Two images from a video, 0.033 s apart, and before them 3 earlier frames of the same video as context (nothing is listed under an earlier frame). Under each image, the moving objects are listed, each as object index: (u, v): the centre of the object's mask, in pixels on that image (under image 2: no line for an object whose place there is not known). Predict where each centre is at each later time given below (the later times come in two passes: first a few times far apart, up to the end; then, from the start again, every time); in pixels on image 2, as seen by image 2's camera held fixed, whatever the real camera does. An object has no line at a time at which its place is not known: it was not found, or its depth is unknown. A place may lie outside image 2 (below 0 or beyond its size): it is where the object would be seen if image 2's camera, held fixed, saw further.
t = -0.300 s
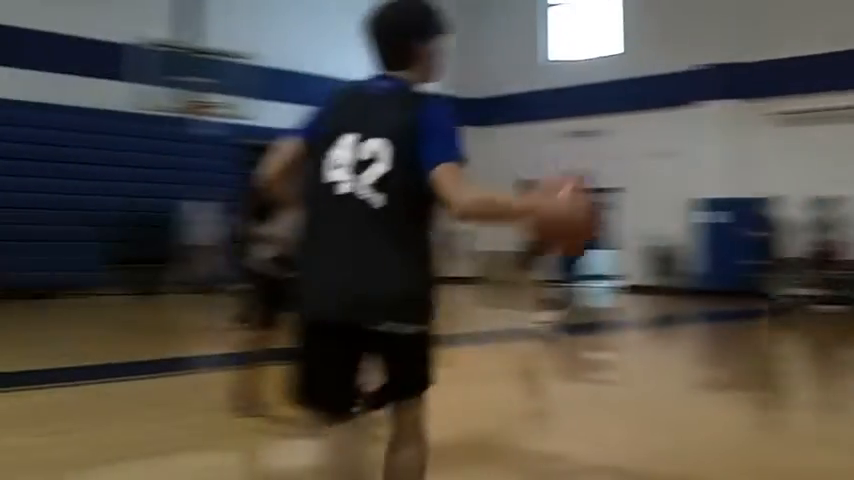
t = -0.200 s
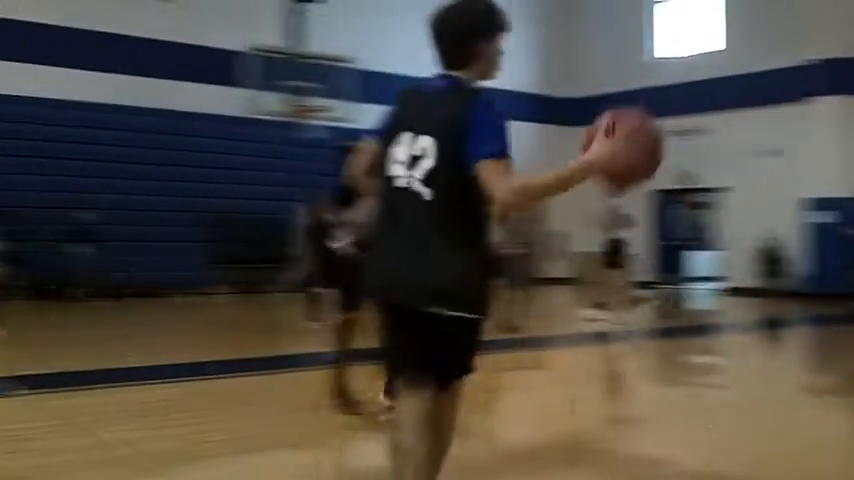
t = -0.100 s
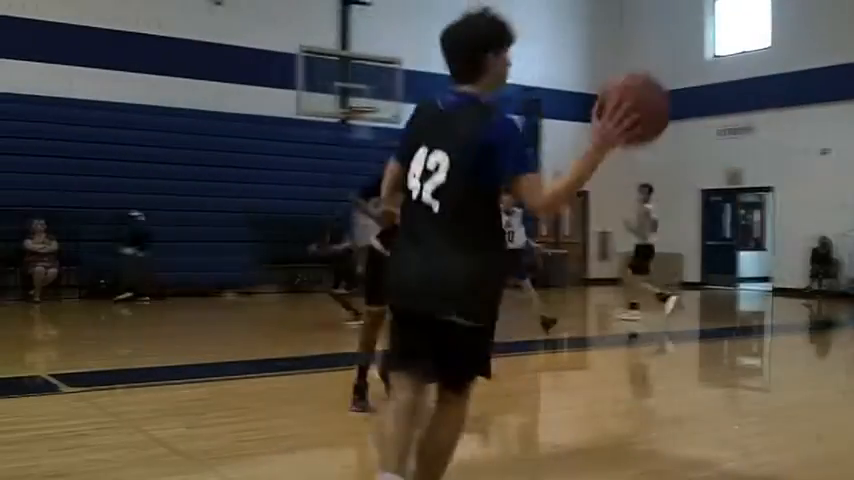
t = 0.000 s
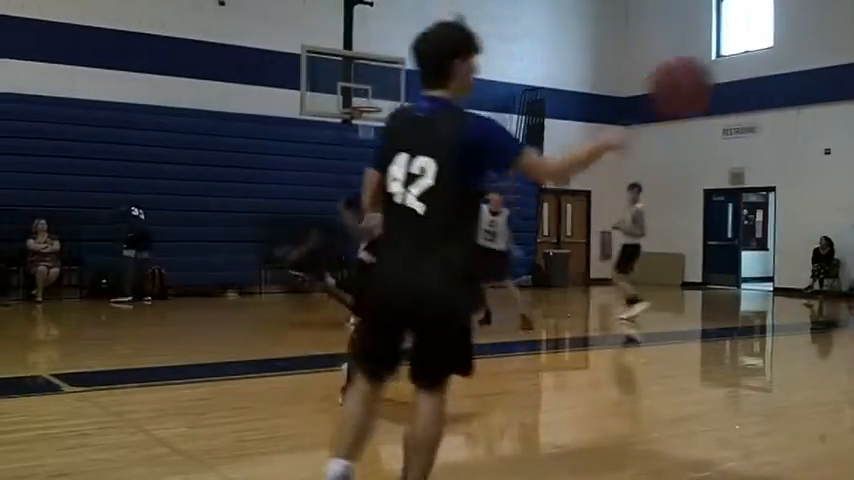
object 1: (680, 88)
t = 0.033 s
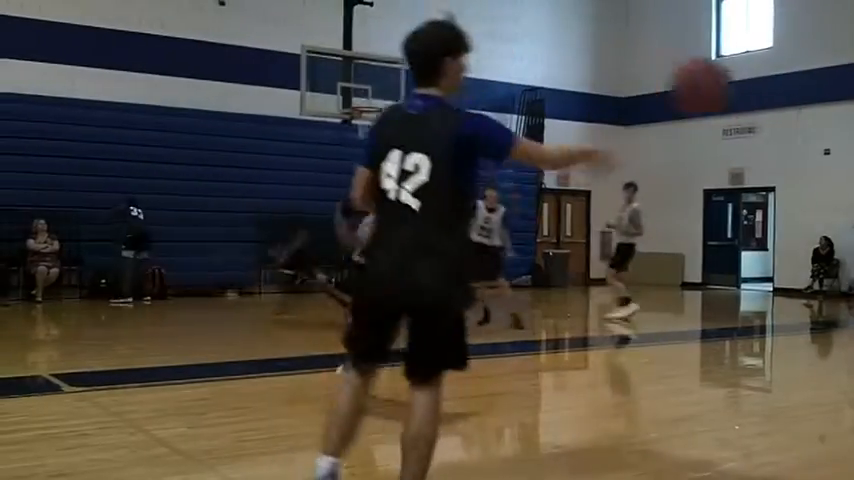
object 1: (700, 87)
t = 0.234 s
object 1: (786, 131)
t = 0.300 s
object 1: (806, 154)
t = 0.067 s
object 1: (719, 89)
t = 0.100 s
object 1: (734, 95)
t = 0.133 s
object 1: (748, 101)
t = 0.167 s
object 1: (763, 109)
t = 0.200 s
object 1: (775, 118)
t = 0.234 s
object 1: (786, 131)
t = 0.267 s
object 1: (796, 142)
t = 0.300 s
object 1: (806, 154)
